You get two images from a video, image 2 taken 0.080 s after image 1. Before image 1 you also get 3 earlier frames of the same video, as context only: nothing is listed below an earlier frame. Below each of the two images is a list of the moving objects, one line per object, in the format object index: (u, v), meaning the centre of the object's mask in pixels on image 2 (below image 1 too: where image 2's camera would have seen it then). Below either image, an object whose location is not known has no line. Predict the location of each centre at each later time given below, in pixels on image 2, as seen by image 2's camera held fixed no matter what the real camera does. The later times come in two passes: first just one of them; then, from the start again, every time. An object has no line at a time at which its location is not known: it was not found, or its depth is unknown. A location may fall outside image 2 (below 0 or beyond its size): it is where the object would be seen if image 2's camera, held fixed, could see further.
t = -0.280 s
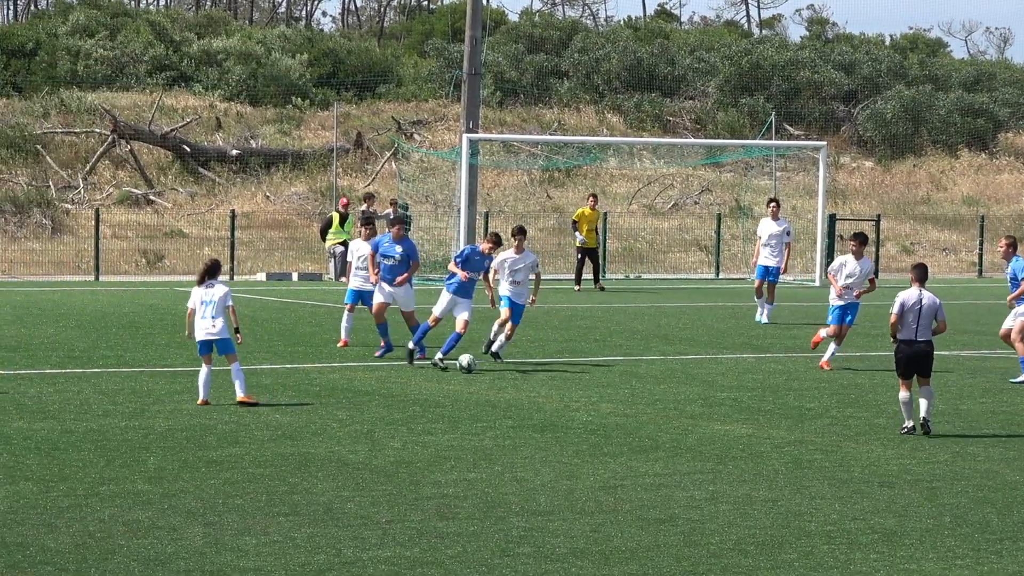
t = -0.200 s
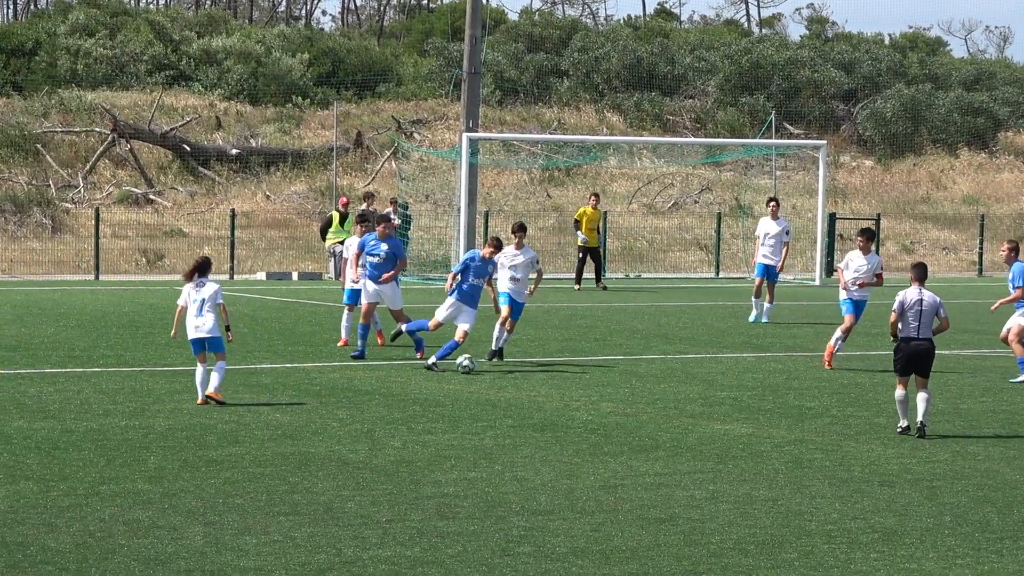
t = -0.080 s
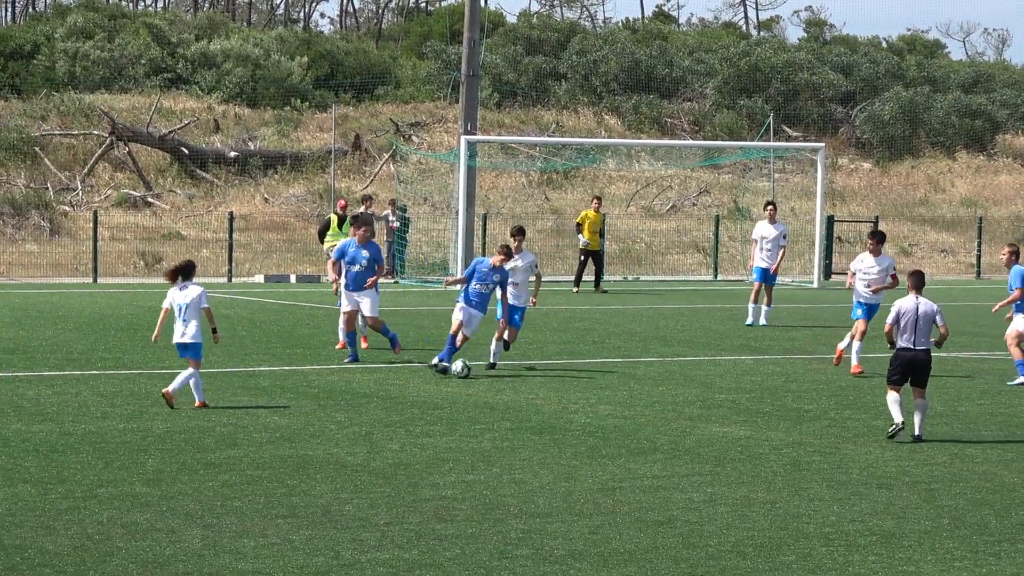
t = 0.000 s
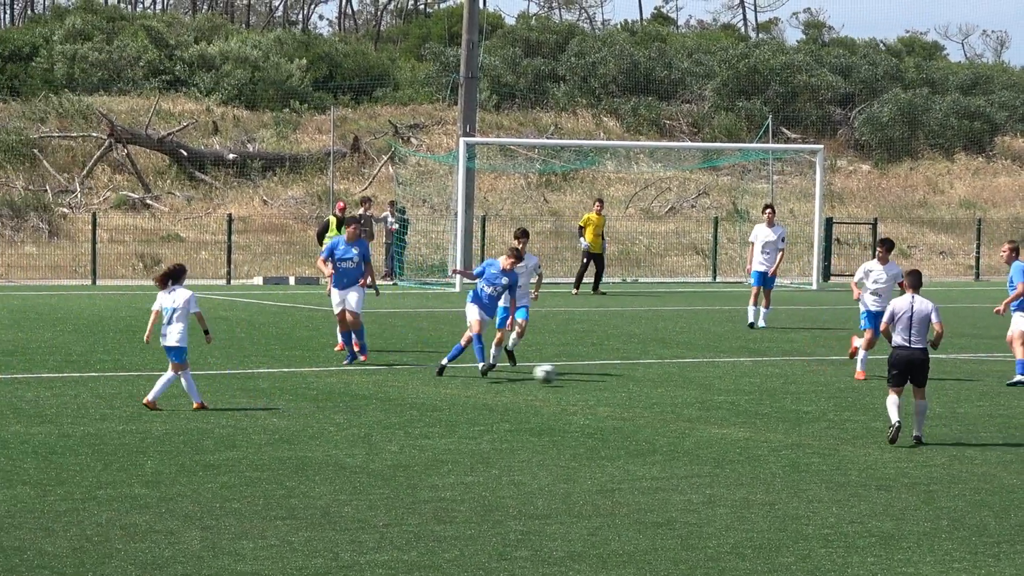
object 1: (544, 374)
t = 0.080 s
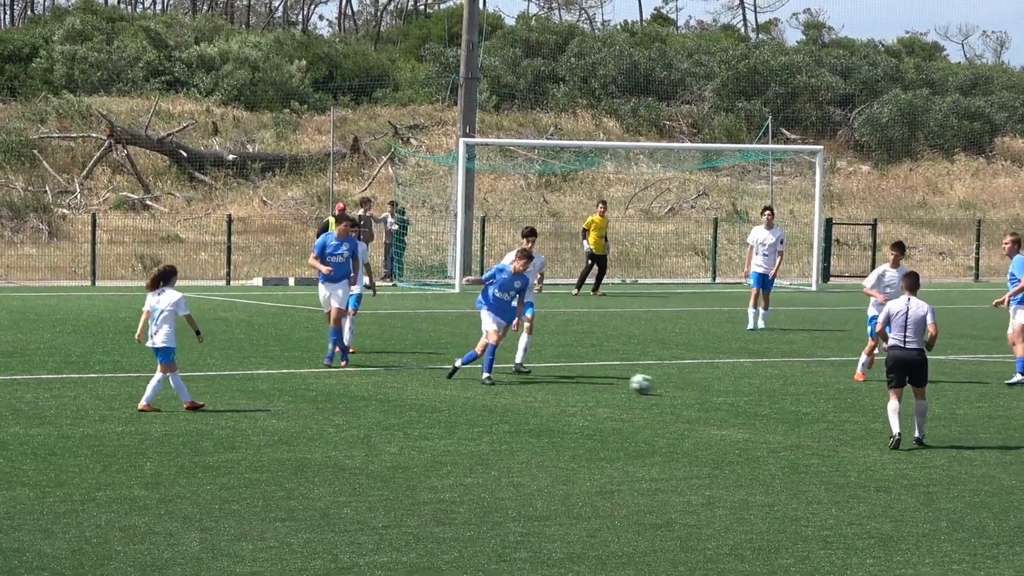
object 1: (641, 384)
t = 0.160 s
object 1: (734, 387)
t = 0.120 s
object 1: (688, 388)
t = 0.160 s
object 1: (734, 387)
